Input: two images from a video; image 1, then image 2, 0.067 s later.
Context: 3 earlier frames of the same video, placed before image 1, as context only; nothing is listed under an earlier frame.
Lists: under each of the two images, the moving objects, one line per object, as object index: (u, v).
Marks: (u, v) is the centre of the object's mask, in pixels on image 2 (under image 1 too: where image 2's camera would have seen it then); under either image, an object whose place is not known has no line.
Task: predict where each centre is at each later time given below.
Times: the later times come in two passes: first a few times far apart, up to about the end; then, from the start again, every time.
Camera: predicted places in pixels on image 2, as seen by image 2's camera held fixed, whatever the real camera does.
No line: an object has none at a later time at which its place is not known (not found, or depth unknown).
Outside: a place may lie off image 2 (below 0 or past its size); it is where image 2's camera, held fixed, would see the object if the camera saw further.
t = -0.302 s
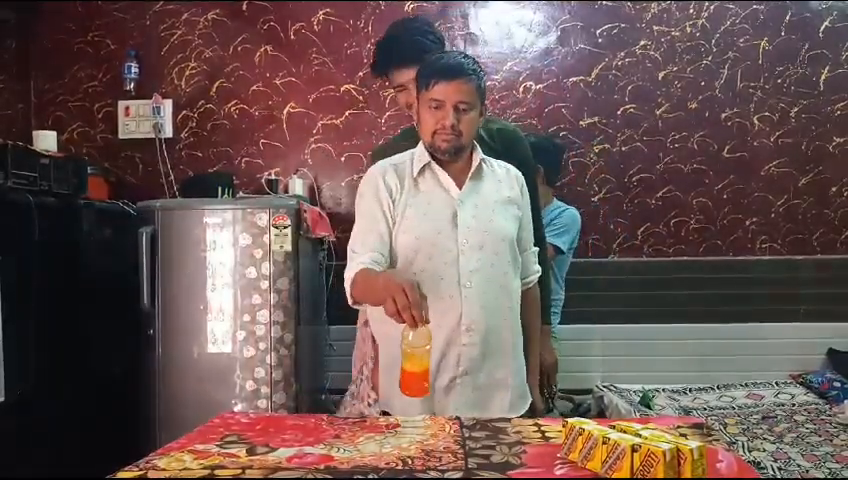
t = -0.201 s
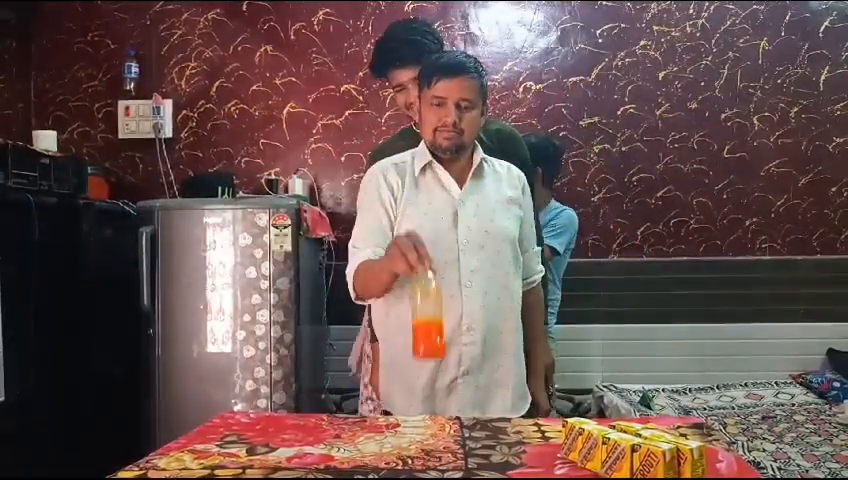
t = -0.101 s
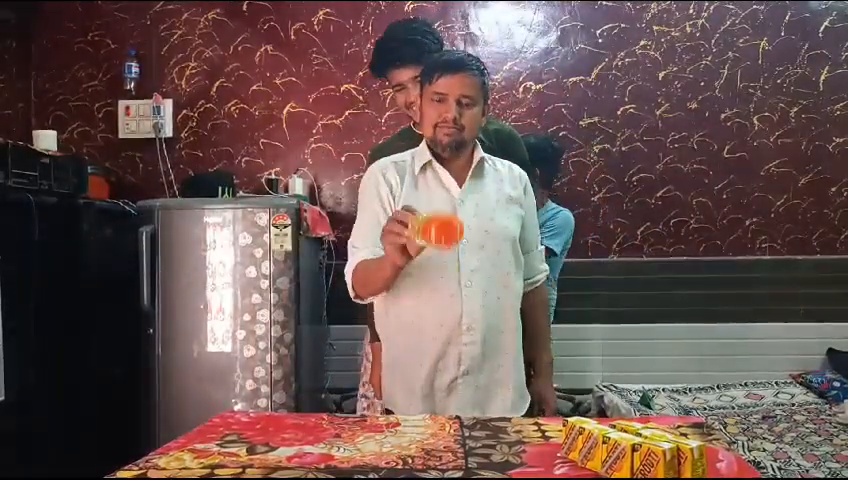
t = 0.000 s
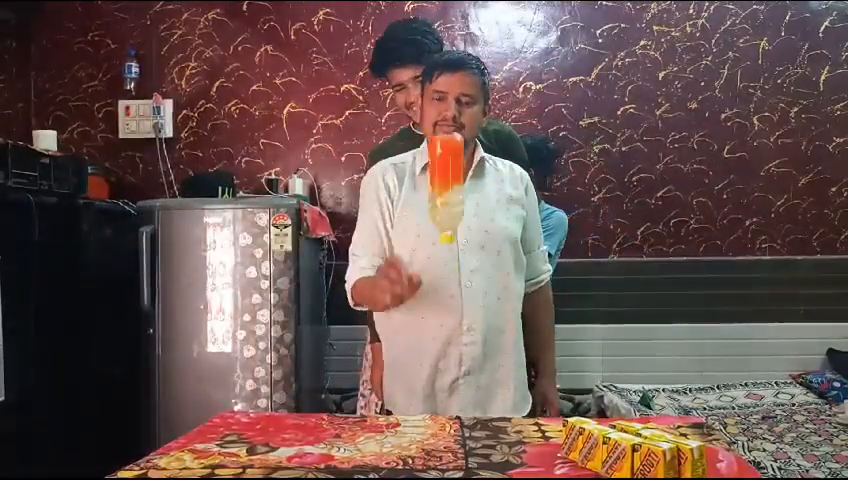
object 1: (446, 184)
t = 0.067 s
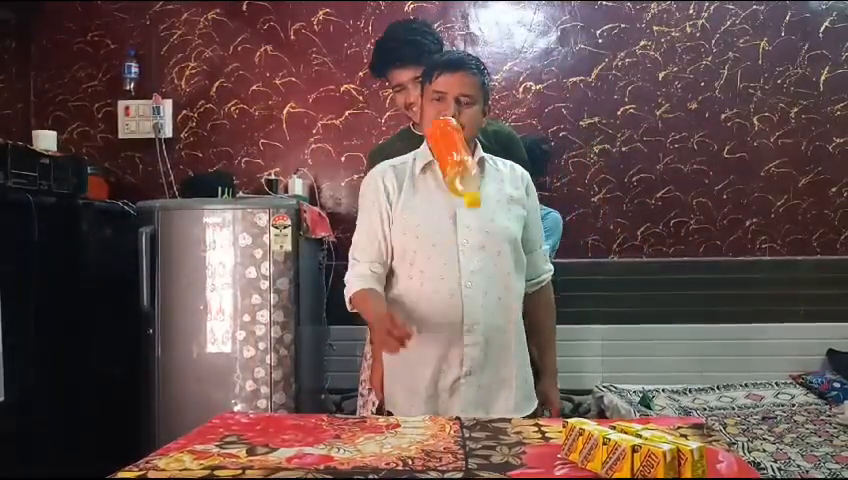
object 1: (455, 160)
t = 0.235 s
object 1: (466, 233)
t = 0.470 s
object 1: (483, 424)
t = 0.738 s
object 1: (490, 445)
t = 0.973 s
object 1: (490, 445)
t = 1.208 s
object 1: (490, 445)
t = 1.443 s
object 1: (490, 445)
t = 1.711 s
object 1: (489, 445)
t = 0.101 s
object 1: (456, 157)
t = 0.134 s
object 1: (459, 163)
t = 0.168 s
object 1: (461, 179)
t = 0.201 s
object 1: (464, 202)
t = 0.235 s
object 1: (466, 233)
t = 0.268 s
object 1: (469, 272)
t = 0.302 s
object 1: (471, 321)
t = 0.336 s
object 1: (473, 374)
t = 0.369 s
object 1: (477, 405)
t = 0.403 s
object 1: (478, 408)
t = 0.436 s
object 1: (481, 415)
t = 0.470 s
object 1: (483, 424)
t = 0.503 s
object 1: (486, 439)
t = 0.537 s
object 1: (488, 442)
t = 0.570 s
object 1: (490, 445)
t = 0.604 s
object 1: (490, 445)
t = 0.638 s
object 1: (490, 445)
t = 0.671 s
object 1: (490, 445)
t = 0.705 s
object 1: (490, 445)
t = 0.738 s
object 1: (490, 445)
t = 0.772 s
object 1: (490, 445)
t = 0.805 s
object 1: (490, 445)
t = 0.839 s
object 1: (490, 445)
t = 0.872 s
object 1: (490, 445)
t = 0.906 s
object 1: (490, 445)
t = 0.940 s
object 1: (490, 445)
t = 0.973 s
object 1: (490, 445)
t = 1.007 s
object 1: (490, 445)
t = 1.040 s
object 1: (490, 445)
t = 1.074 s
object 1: (490, 445)
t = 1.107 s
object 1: (490, 445)
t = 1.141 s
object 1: (490, 445)
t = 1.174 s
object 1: (490, 445)
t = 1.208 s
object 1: (490, 445)
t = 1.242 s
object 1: (490, 445)
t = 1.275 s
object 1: (490, 445)
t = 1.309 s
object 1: (490, 445)
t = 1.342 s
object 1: (490, 445)
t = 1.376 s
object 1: (490, 445)
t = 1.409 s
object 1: (490, 445)
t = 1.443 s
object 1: (490, 445)
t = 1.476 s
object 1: (490, 445)
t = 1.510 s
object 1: (490, 445)
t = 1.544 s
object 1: (489, 445)
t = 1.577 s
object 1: (489, 445)
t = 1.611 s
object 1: (489, 445)
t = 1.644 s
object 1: (489, 445)
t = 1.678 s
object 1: (489, 445)
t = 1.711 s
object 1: (489, 445)
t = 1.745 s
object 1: (489, 445)
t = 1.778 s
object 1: (489, 445)
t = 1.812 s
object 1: (489, 445)
